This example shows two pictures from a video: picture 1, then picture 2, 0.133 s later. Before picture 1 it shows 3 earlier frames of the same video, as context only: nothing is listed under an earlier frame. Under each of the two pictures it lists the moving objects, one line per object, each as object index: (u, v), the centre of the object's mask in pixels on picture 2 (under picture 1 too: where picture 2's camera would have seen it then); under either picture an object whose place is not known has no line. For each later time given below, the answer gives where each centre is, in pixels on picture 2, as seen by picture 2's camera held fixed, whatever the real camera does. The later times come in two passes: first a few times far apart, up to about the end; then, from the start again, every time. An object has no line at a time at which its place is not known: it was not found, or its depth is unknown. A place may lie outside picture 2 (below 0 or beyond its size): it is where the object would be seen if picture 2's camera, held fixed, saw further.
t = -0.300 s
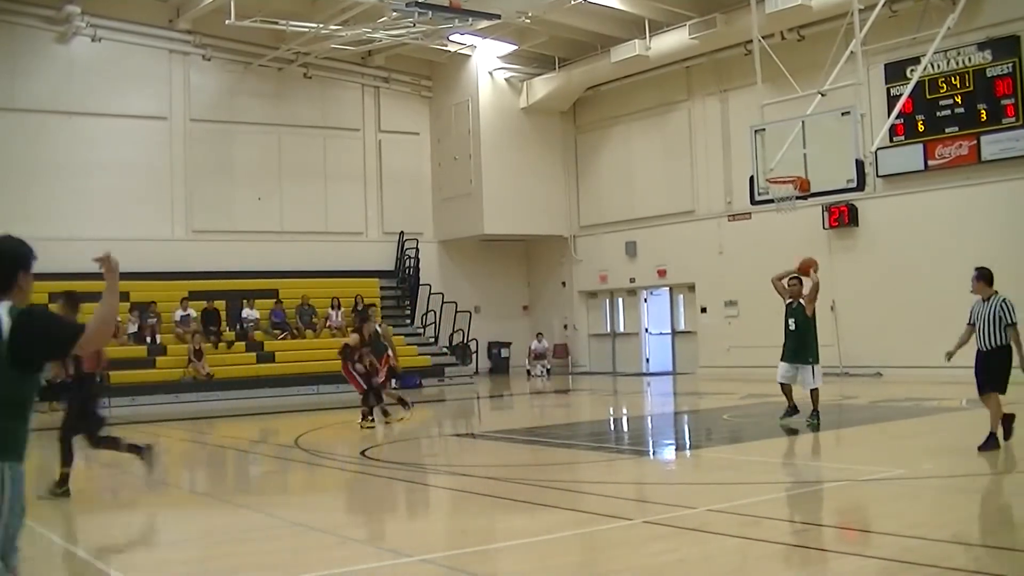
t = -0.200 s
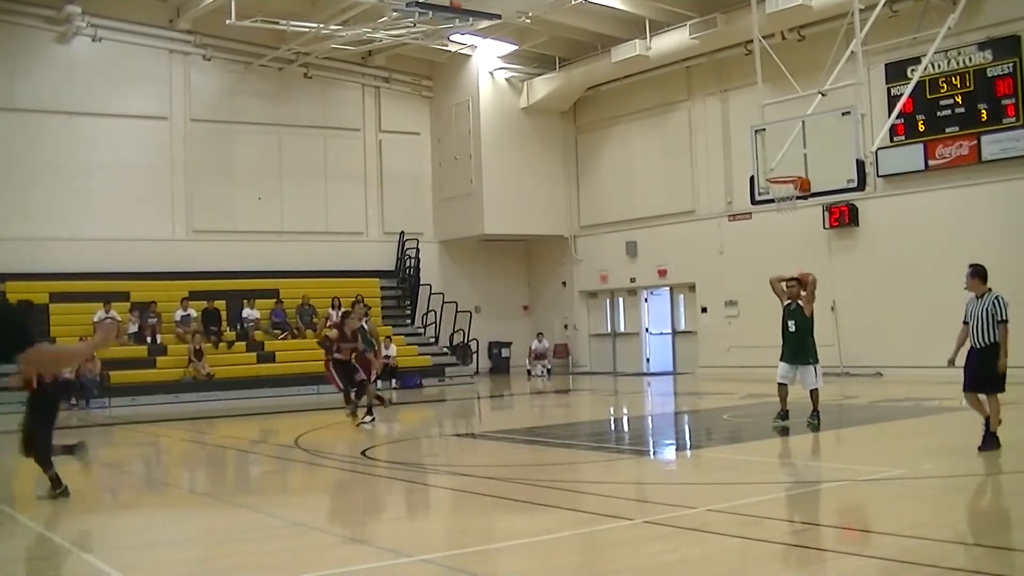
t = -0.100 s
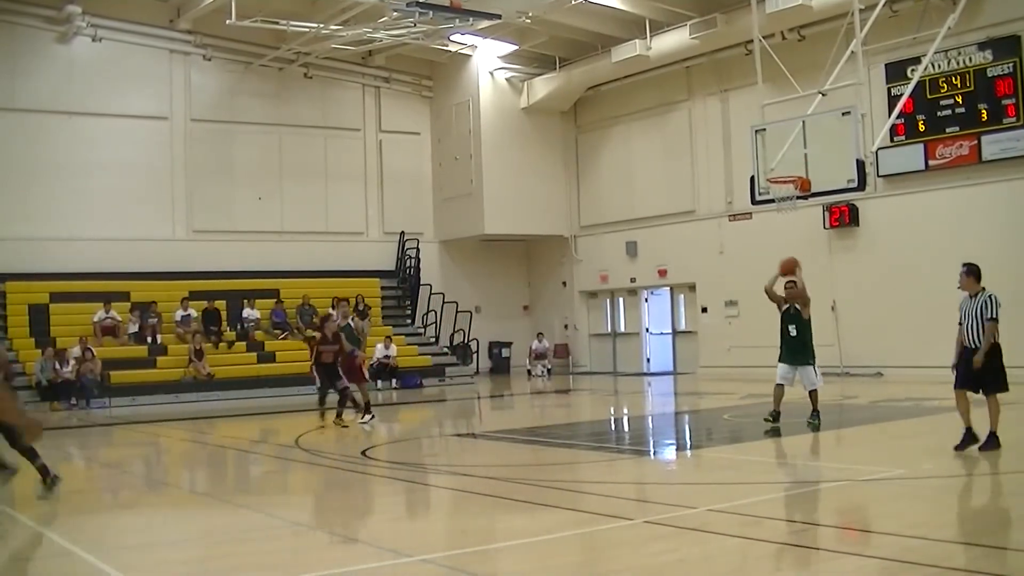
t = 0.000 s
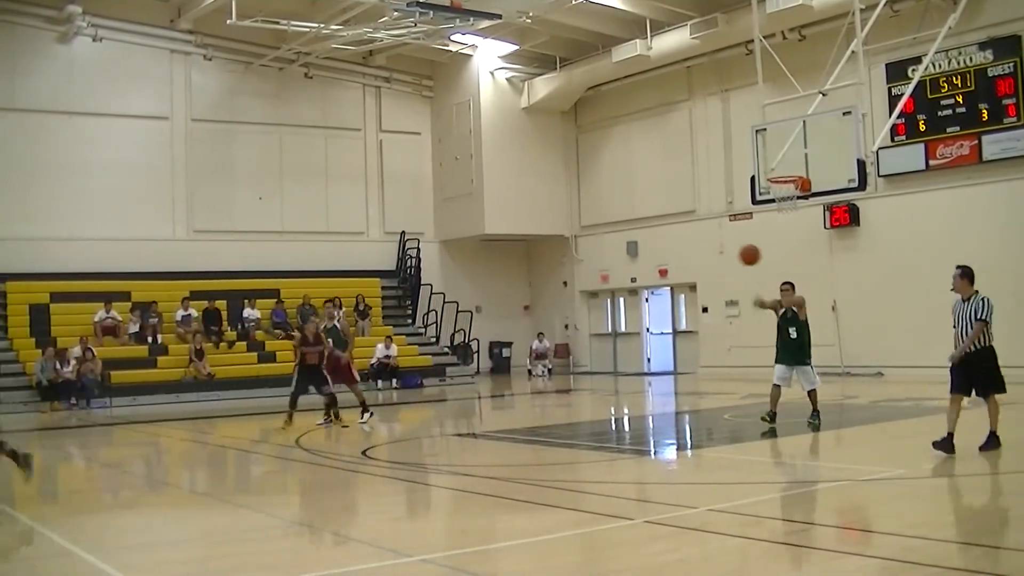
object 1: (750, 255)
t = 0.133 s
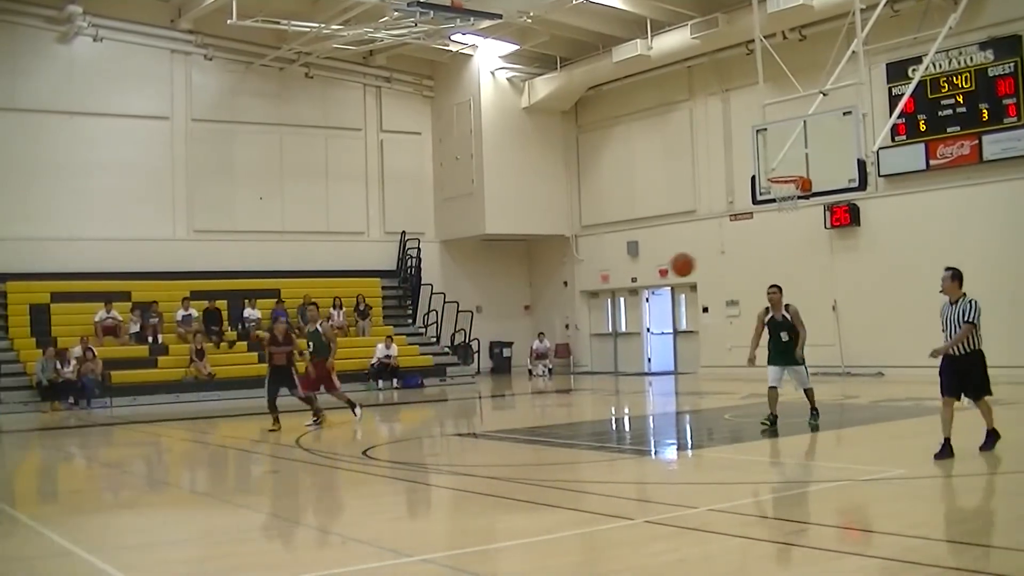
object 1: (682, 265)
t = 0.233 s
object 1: (619, 287)
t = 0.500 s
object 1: (364, 456)
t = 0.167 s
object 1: (662, 270)
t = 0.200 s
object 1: (642, 278)
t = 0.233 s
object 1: (619, 287)
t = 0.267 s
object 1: (596, 299)
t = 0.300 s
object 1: (569, 313)
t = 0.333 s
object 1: (543, 328)
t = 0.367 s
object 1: (510, 348)
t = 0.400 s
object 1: (480, 368)
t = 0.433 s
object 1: (444, 393)
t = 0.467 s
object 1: (406, 422)
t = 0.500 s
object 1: (364, 456)
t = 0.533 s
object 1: (317, 495)
